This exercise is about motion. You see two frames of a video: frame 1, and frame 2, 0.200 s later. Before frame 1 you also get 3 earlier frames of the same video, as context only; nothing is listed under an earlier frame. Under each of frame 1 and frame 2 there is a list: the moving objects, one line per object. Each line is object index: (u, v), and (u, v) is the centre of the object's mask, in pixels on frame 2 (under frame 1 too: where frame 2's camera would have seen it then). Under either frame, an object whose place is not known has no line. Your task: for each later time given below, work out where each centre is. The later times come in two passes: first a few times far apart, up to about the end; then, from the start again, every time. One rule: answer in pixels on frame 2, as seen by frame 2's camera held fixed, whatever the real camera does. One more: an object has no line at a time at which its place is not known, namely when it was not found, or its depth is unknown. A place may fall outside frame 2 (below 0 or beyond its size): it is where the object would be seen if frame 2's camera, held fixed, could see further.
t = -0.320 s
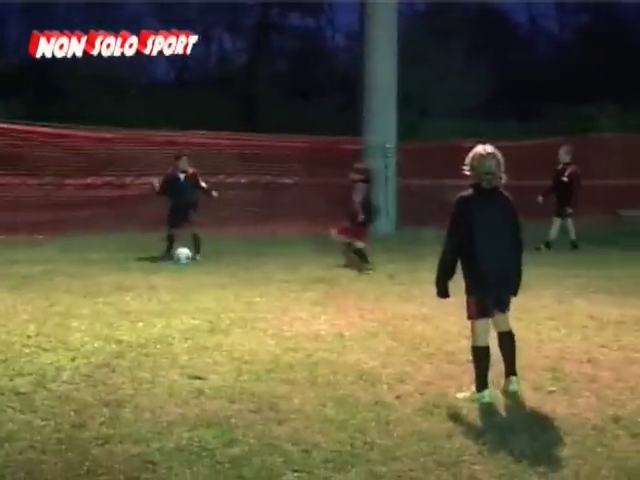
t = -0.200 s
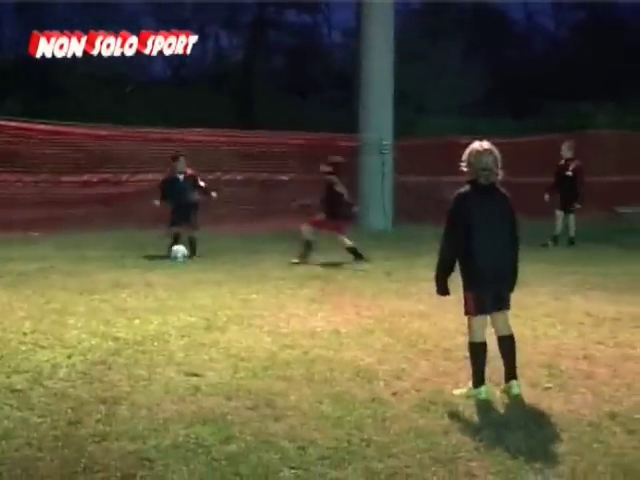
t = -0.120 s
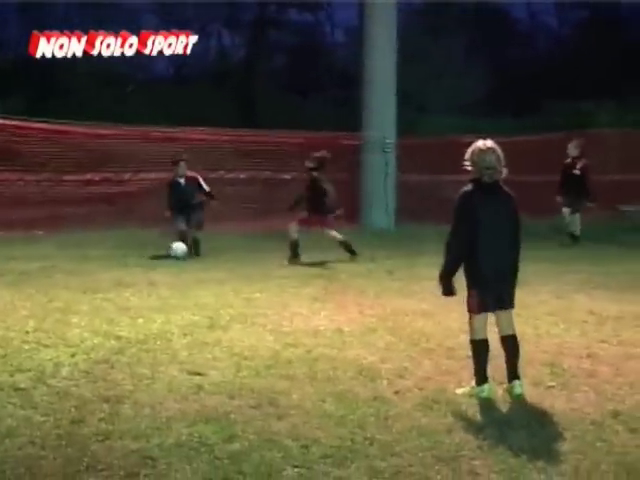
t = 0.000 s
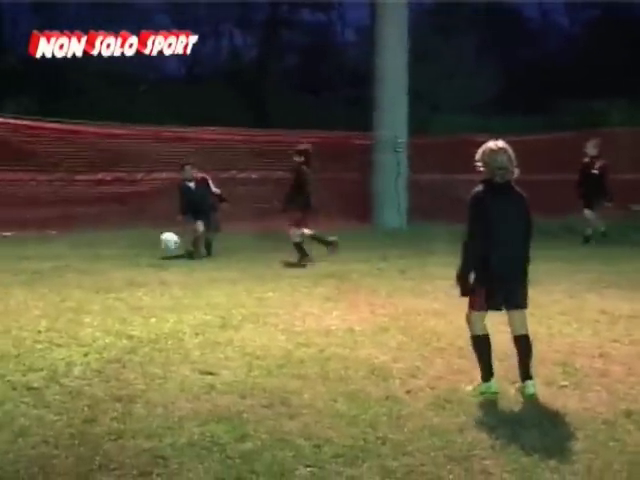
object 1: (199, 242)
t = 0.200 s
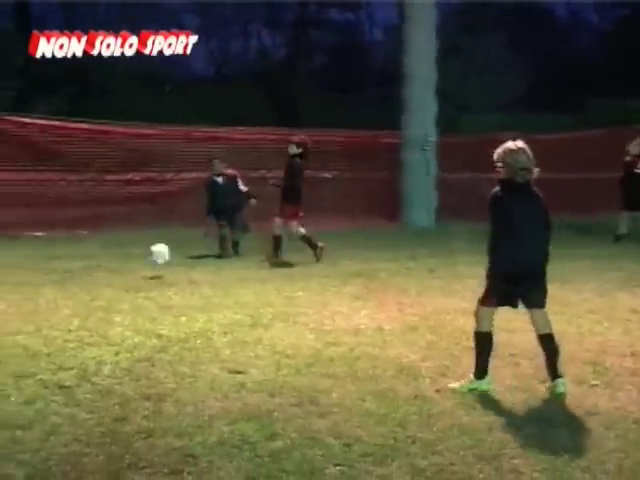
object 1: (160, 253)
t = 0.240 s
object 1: (150, 263)
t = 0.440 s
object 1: (114, 268)
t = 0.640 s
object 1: (77, 294)
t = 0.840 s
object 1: (50, 306)
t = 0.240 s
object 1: (150, 263)
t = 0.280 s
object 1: (140, 275)
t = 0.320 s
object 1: (133, 277)
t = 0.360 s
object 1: (127, 273)
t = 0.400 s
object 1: (121, 269)
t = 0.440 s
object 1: (114, 268)
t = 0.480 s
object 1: (107, 268)
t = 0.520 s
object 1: (101, 269)
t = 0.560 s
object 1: (94, 273)
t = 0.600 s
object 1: (86, 281)
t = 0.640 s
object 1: (77, 294)
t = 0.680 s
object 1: (68, 300)
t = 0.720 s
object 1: (62, 307)
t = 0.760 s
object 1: (57, 308)
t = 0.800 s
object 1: (53, 307)
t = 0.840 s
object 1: (50, 306)
